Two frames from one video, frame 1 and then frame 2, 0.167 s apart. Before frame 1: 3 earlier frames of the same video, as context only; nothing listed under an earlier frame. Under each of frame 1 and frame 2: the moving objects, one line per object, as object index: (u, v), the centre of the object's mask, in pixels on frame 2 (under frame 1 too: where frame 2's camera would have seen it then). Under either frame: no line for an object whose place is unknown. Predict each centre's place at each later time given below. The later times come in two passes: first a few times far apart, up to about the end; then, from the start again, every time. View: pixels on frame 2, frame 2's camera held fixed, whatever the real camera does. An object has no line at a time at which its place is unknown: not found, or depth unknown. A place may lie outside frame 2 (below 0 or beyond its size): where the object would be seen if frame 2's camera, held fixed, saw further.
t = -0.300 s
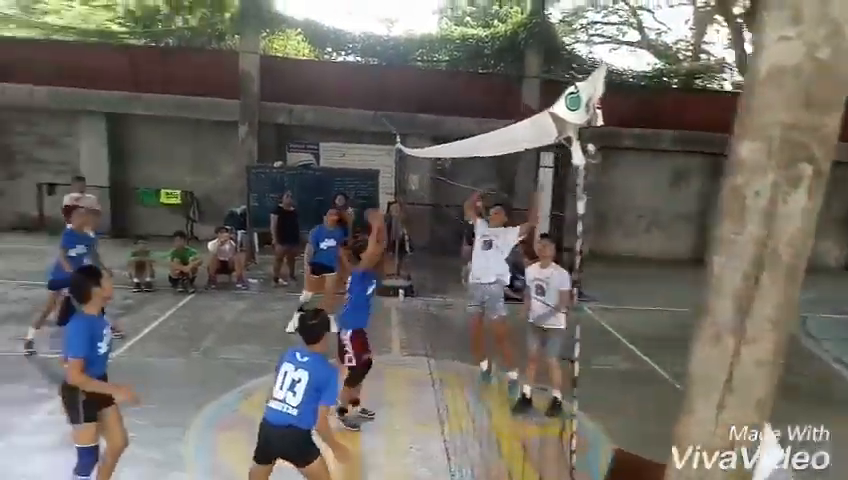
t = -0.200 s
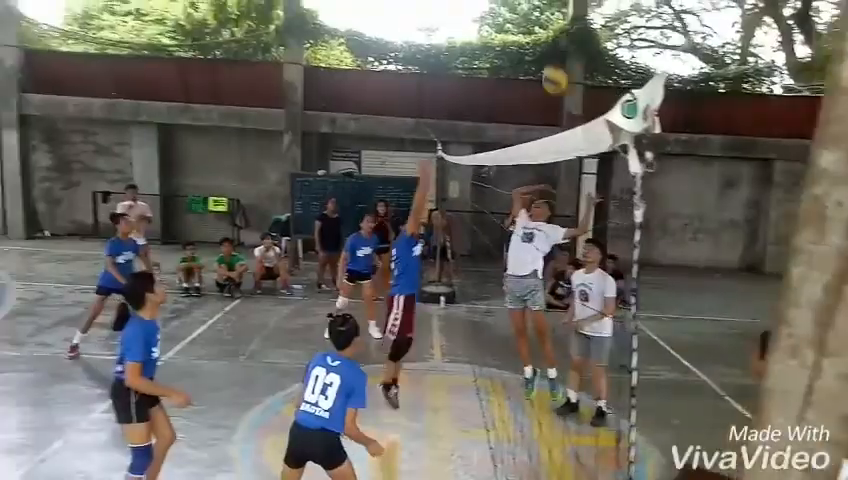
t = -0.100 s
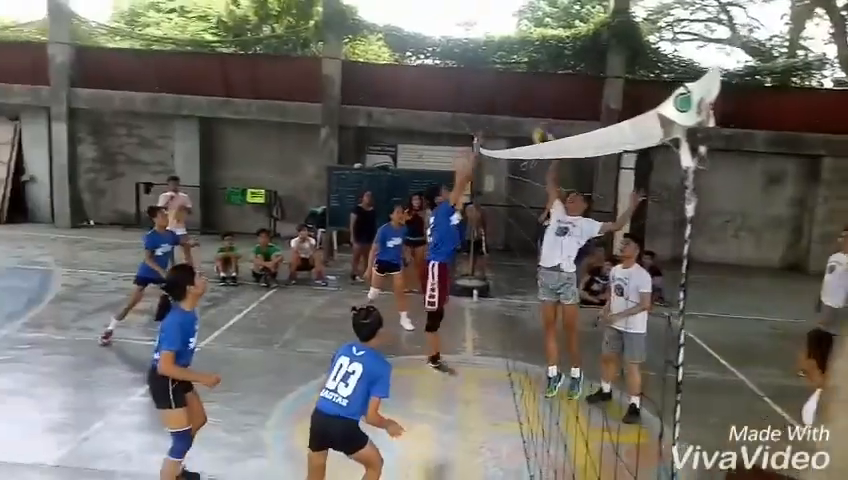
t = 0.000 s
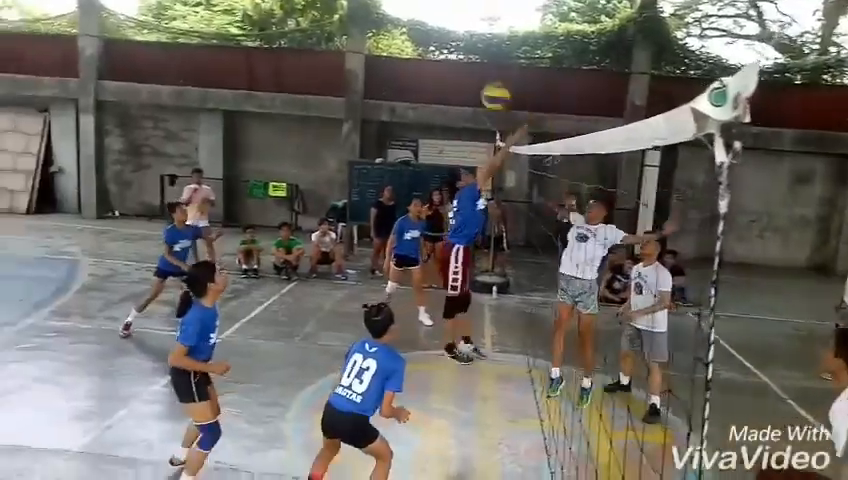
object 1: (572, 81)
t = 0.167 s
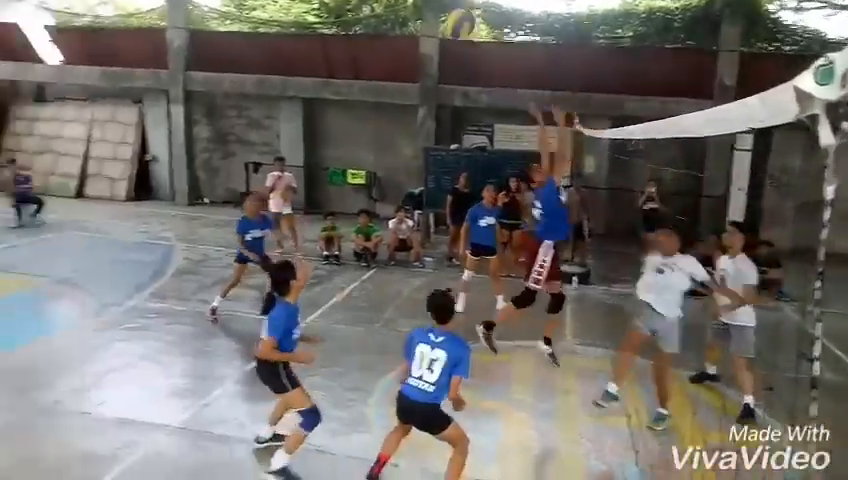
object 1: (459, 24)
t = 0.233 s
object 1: (405, 8)
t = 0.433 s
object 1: (220, 15)
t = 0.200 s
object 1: (433, 14)
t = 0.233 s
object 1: (405, 8)
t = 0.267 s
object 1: (376, 3)
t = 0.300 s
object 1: (347, 3)
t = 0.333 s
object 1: (318, 2)
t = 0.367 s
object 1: (285, 3)
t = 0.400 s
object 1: (252, 7)
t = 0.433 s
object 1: (220, 15)
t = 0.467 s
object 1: (186, 23)
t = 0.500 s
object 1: (149, 33)
